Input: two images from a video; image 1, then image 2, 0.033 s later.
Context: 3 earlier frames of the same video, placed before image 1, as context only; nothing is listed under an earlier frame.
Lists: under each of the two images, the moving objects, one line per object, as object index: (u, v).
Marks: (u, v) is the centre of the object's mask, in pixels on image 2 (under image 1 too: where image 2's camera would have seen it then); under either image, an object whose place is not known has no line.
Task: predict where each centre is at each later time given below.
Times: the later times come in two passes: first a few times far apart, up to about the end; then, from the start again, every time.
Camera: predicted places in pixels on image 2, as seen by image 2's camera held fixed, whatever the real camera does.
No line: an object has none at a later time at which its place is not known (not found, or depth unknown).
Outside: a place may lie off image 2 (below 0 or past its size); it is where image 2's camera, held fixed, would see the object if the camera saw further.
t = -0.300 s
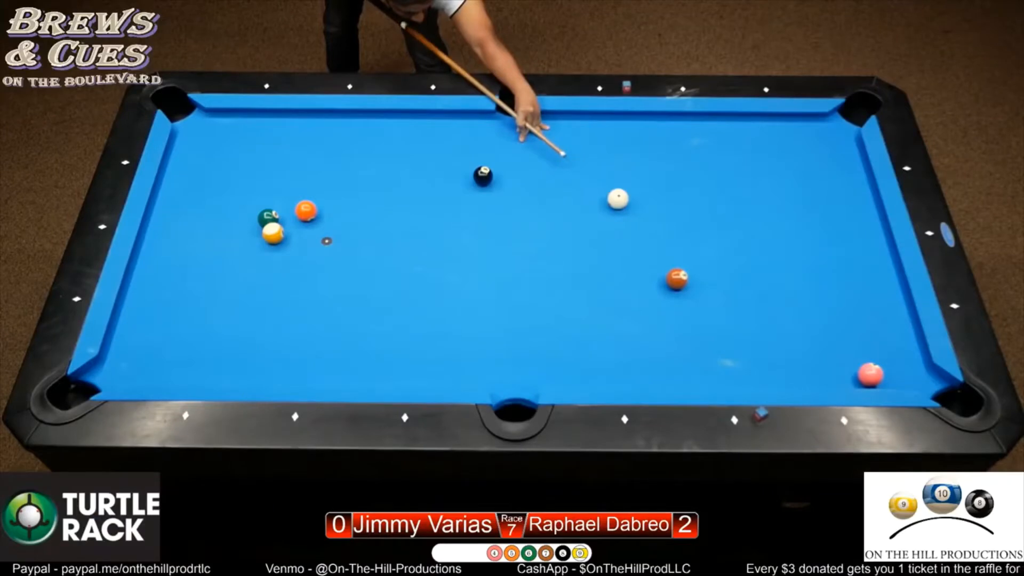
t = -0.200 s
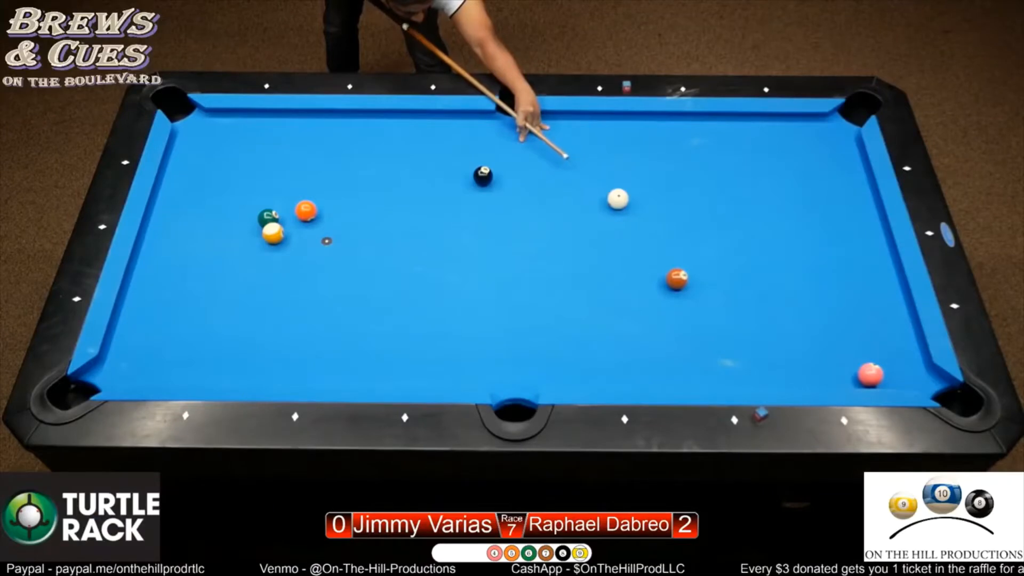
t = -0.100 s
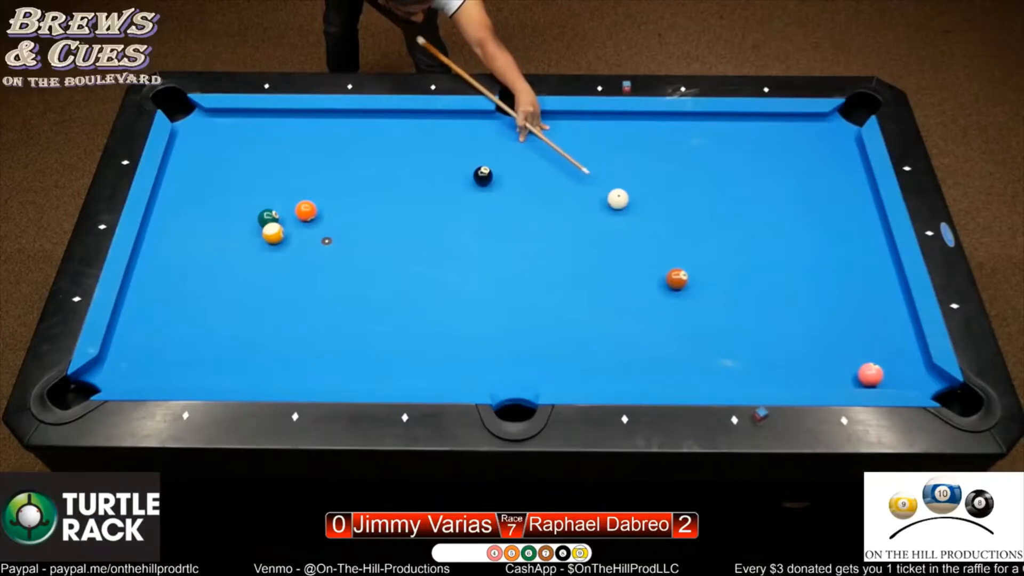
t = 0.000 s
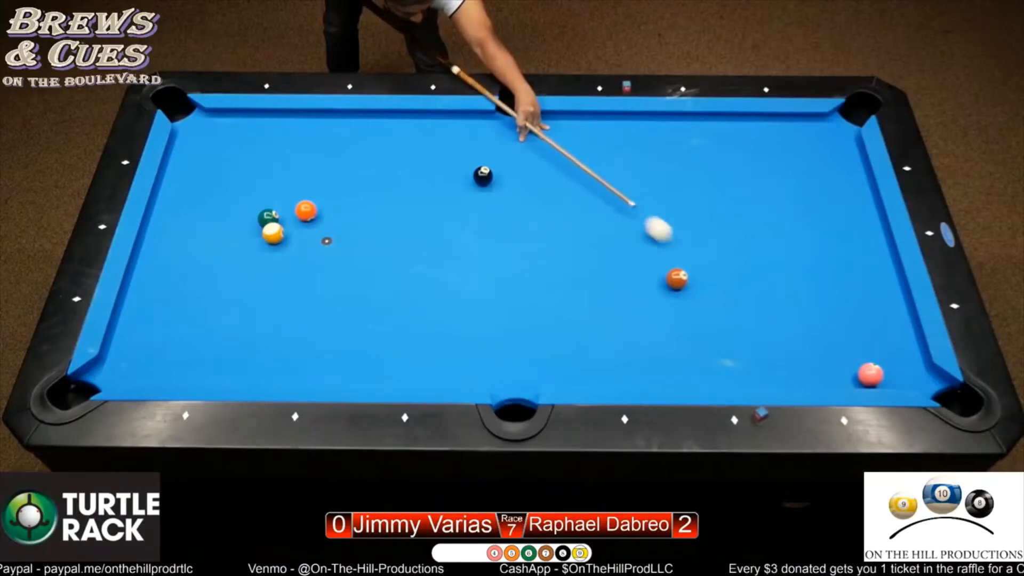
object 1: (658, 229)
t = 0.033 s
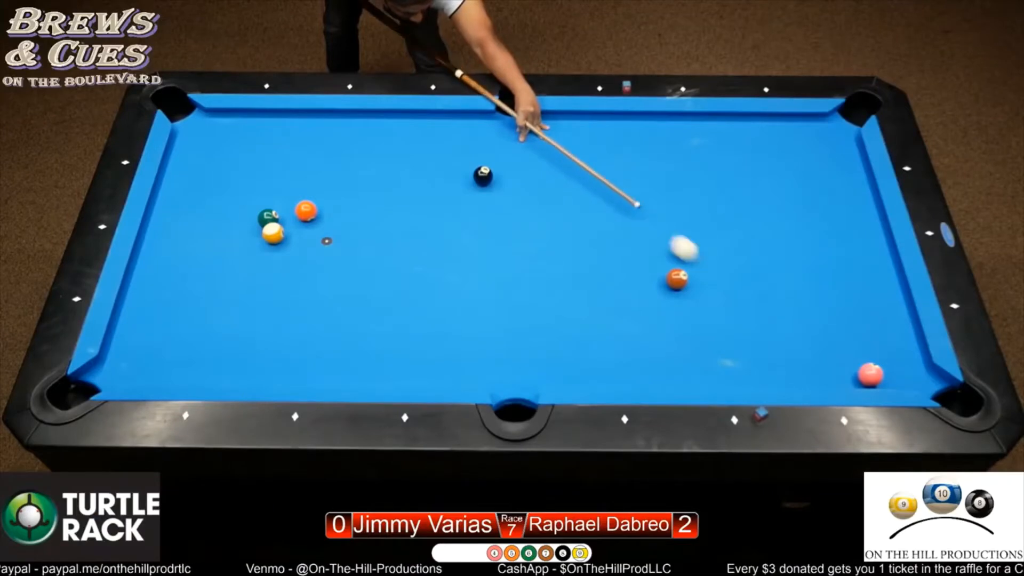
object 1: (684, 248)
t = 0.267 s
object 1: (847, 378)
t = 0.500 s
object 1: (856, 321)
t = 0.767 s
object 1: (887, 274)
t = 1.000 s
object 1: (867, 241)
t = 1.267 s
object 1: (835, 208)
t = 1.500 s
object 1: (809, 181)
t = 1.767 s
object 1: (783, 154)
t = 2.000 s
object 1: (761, 132)
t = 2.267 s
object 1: (742, 125)
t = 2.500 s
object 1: (728, 136)
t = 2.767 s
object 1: (713, 148)
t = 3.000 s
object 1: (701, 158)
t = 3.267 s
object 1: (688, 168)
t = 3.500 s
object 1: (678, 176)
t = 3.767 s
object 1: (667, 185)
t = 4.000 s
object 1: (658, 192)
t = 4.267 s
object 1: (650, 198)
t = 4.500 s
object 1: (644, 203)
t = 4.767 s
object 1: (638, 207)
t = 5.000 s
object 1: (635, 210)
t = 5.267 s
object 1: (631, 212)
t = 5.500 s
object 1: (630, 212)
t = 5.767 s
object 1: (630, 212)
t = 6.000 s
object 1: (631, 212)
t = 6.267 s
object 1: (631, 212)
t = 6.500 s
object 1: (631, 212)
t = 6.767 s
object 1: (631, 212)
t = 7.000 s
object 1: (631, 212)
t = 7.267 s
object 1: (631, 212)
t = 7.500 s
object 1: (631, 212)
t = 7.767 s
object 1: (631, 212)
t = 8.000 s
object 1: (631, 212)
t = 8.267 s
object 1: (631, 212)
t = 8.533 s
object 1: (631, 212)
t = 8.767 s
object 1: (631, 212)
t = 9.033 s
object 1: (631, 212)
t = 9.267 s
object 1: (631, 212)
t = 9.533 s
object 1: (631, 212)
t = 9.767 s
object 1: (631, 212)
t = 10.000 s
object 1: (631, 212)
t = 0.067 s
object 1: (709, 267)
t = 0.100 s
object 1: (734, 286)
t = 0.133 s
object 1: (759, 305)
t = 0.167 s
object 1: (784, 324)
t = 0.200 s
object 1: (810, 343)
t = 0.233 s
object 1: (836, 362)
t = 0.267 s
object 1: (847, 378)
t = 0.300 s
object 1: (846, 373)
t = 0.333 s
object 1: (845, 362)
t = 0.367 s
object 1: (846, 352)
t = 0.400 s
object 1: (847, 343)
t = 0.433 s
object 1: (849, 335)
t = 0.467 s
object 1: (852, 328)
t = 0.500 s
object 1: (856, 321)
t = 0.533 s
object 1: (860, 315)
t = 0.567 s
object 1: (864, 309)
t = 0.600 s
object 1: (868, 303)
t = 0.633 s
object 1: (872, 297)
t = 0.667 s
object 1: (876, 291)
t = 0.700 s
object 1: (879, 285)
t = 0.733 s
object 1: (883, 280)
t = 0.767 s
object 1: (887, 274)
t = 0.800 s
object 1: (891, 268)
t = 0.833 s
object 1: (889, 264)
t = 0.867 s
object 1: (884, 259)
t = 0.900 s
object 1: (880, 254)
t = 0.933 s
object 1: (875, 250)
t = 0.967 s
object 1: (871, 245)
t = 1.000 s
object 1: (867, 241)
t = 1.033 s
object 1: (863, 237)
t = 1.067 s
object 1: (858, 232)
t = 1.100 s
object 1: (854, 228)
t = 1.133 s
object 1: (850, 224)
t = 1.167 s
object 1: (846, 220)
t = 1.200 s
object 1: (842, 216)
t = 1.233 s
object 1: (838, 212)
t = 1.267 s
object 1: (835, 208)
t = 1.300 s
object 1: (831, 204)
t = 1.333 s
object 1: (827, 200)
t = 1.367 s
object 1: (823, 196)
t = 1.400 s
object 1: (820, 192)
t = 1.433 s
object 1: (816, 188)
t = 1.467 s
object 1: (813, 185)
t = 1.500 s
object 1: (809, 181)
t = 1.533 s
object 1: (806, 178)
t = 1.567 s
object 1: (802, 174)
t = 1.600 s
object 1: (799, 171)
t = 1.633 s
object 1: (796, 167)
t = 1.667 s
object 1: (792, 164)
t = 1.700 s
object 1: (789, 160)
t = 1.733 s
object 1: (786, 157)
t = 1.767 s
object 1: (783, 154)
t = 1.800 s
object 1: (780, 150)
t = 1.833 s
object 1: (776, 147)
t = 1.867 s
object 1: (774, 144)
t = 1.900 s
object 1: (770, 141)
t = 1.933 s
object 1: (768, 138)
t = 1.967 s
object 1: (765, 135)
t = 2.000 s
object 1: (761, 132)
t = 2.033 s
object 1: (759, 129)
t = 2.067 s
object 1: (756, 126)
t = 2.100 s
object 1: (753, 123)
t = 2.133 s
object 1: (750, 120)
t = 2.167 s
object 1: (748, 120)
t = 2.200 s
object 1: (746, 122)
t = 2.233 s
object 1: (744, 124)
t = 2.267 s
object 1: (742, 125)
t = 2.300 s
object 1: (740, 127)
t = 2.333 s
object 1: (738, 129)
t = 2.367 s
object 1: (736, 130)
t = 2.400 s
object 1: (734, 132)
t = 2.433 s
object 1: (732, 133)
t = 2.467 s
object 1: (730, 135)
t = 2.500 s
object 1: (728, 136)
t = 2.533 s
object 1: (726, 138)
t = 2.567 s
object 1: (724, 139)
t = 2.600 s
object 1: (722, 141)
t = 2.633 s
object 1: (720, 142)
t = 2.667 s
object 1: (718, 144)
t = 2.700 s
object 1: (717, 145)
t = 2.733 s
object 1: (715, 147)
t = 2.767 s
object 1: (713, 148)
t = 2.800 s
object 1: (711, 150)
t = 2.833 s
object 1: (709, 151)
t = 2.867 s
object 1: (708, 153)
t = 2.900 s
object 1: (706, 154)
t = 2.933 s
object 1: (704, 155)
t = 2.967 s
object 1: (702, 157)
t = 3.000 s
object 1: (701, 158)
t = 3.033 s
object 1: (699, 159)
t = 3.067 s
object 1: (697, 161)
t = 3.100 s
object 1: (696, 162)
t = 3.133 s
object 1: (694, 163)
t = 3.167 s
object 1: (693, 165)
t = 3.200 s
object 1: (691, 166)
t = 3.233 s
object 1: (689, 167)
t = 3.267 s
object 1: (688, 168)
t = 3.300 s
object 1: (686, 169)
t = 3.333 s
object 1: (685, 171)
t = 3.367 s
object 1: (683, 172)
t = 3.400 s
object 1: (682, 173)
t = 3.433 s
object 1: (680, 174)
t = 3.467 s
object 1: (679, 176)
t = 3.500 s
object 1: (678, 176)
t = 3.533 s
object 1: (676, 178)
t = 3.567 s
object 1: (675, 179)
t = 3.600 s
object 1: (673, 180)
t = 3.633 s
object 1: (672, 181)
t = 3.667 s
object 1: (671, 182)
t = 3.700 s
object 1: (670, 183)
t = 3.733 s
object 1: (668, 184)
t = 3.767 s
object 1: (667, 185)
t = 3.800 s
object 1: (666, 186)
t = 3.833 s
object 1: (664, 187)
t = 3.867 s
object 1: (663, 188)
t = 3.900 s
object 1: (662, 189)
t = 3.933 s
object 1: (661, 190)
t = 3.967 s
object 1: (660, 191)
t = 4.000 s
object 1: (658, 192)
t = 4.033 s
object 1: (657, 192)
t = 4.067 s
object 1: (656, 193)
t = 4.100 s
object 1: (655, 194)
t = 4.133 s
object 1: (654, 195)
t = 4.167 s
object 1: (653, 196)
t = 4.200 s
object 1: (652, 197)
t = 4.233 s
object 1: (651, 197)
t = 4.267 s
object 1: (650, 198)
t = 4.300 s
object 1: (649, 199)
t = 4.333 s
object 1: (648, 199)
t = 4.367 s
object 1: (647, 200)
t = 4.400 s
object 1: (646, 201)
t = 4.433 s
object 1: (646, 201)
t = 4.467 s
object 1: (645, 202)
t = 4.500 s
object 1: (644, 203)
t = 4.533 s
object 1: (643, 204)
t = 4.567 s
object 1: (642, 204)
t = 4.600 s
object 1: (642, 205)
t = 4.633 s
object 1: (641, 205)
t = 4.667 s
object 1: (640, 206)
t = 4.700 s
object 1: (640, 206)
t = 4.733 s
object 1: (639, 207)
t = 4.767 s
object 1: (638, 207)
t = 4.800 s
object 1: (638, 208)
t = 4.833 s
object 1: (637, 208)
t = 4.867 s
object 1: (636, 209)
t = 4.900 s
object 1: (636, 209)
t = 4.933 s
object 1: (635, 209)
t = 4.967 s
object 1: (635, 209)
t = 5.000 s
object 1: (635, 210)
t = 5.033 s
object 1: (634, 210)
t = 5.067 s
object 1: (634, 211)
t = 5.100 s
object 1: (633, 211)
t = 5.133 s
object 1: (633, 211)
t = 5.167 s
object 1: (632, 211)
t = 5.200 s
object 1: (632, 211)
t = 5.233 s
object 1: (632, 212)
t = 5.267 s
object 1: (631, 212)
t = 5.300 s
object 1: (631, 212)
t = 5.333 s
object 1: (631, 212)
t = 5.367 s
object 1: (630, 212)
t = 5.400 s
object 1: (630, 212)
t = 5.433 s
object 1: (630, 212)
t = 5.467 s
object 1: (630, 212)
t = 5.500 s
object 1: (630, 212)
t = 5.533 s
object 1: (630, 212)
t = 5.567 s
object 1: (630, 212)
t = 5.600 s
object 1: (630, 212)
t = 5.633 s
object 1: (630, 212)
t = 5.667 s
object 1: (630, 212)
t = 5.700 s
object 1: (630, 212)
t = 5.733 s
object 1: (630, 212)
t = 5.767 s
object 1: (630, 212)
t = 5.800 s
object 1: (630, 212)
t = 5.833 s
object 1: (631, 212)
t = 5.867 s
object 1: (631, 212)
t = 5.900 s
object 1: (631, 212)
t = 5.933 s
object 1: (631, 212)
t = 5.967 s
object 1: (631, 212)
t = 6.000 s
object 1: (631, 212)
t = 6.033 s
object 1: (631, 212)
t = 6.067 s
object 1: (631, 212)
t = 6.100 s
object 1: (631, 212)
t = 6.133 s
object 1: (631, 212)
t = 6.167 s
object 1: (631, 212)
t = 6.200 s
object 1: (631, 212)
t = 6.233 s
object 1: (631, 212)
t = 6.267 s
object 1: (631, 212)
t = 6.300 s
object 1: (631, 212)
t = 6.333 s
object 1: (631, 212)
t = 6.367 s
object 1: (631, 212)
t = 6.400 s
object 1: (631, 212)
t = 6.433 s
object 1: (631, 212)
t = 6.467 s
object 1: (631, 212)
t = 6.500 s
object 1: (631, 212)
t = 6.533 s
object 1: (631, 212)
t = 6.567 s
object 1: (631, 212)
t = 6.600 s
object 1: (631, 212)
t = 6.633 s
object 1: (631, 212)
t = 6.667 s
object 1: (631, 212)
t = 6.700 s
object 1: (631, 212)
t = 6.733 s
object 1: (631, 212)
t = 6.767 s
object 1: (631, 212)
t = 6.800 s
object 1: (631, 212)
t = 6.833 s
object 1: (631, 212)
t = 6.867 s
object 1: (631, 212)
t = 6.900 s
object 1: (631, 212)
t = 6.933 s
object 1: (631, 212)
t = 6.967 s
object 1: (631, 212)
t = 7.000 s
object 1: (631, 212)
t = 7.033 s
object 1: (631, 212)
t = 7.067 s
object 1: (631, 212)
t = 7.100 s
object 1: (631, 212)
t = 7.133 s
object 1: (631, 212)
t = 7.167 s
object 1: (631, 212)
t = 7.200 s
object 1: (631, 212)
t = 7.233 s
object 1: (631, 212)
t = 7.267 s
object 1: (631, 212)
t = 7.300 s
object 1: (631, 212)
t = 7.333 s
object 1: (631, 212)
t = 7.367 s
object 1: (631, 212)
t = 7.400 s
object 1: (631, 212)
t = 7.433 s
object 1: (631, 212)
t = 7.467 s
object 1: (631, 212)
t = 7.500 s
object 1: (631, 212)
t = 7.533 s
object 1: (631, 212)
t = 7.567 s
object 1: (631, 212)
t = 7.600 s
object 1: (631, 212)
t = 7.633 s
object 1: (631, 212)
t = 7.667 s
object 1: (631, 212)
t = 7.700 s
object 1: (631, 212)
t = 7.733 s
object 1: (631, 212)
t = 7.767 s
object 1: (631, 212)
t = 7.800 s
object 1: (631, 212)
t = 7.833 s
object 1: (631, 212)
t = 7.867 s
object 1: (631, 212)
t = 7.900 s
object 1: (631, 212)
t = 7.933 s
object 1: (631, 212)
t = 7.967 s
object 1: (631, 212)
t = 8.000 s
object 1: (631, 212)
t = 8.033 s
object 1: (631, 212)
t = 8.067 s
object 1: (631, 212)
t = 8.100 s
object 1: (631, 212)
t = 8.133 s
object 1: (631, 212)
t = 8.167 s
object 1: (631, 212)
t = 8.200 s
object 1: (631, 212)
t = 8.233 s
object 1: (631, 212)
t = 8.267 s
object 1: (631, 212)
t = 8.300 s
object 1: (631, 212)
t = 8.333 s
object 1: (631, 212)
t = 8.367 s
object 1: (631, 212)
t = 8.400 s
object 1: (631, 212)
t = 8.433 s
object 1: (631, 212)
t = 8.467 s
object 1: (631, 212)
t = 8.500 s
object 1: (631, 212)
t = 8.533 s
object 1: (631, 212)
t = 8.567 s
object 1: (631, 212)
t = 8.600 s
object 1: (631, 212)
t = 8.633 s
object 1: (631, 212)
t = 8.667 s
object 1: (631, 212)
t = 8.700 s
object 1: (631, 212)
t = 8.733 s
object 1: (631, 212)
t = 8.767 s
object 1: (631, 212)
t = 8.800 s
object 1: (631, 212)
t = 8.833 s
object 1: (631, 212)
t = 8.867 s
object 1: (631, 212)
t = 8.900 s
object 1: (631, 212)
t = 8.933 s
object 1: (631, 212)
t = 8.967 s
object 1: (631, 212)
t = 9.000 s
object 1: (631, 212)
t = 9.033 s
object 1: (631, 212)
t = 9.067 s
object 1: (631, 212)
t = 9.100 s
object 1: (631, 212)
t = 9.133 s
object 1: (631, 212)
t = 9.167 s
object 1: (631, 212)
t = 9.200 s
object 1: (631, 212)
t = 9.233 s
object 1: (631, 212)
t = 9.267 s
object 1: (631, 212)
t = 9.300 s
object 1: (631, 212)
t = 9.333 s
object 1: (631, 212)
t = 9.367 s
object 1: (631, 212)
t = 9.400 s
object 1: (631, 212)
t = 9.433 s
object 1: (631, 212)
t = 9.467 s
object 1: (631, 212)
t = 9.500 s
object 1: (631, 212)
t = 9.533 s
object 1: (631, 212)
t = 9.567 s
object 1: (631, 212)
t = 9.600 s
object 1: (631, 212)
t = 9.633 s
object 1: (631, 212)
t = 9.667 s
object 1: (631, 212)
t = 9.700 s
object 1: (631, 212)
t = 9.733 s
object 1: (631, 212)
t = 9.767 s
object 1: (631, 212)
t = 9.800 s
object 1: (631, 212)
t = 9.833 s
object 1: (631, 212)
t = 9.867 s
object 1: (631, 212)
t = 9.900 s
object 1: (631, 212)
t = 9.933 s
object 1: (631, 212)
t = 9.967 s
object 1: (631, 212)
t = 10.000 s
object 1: (631, 212)
